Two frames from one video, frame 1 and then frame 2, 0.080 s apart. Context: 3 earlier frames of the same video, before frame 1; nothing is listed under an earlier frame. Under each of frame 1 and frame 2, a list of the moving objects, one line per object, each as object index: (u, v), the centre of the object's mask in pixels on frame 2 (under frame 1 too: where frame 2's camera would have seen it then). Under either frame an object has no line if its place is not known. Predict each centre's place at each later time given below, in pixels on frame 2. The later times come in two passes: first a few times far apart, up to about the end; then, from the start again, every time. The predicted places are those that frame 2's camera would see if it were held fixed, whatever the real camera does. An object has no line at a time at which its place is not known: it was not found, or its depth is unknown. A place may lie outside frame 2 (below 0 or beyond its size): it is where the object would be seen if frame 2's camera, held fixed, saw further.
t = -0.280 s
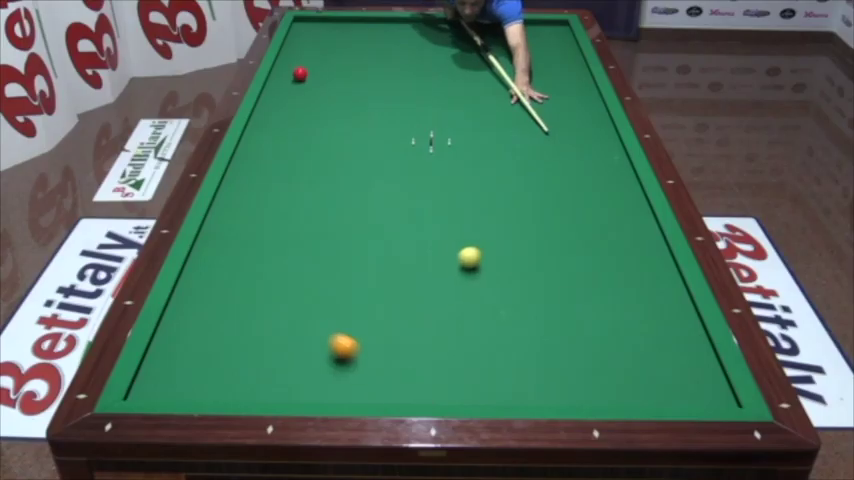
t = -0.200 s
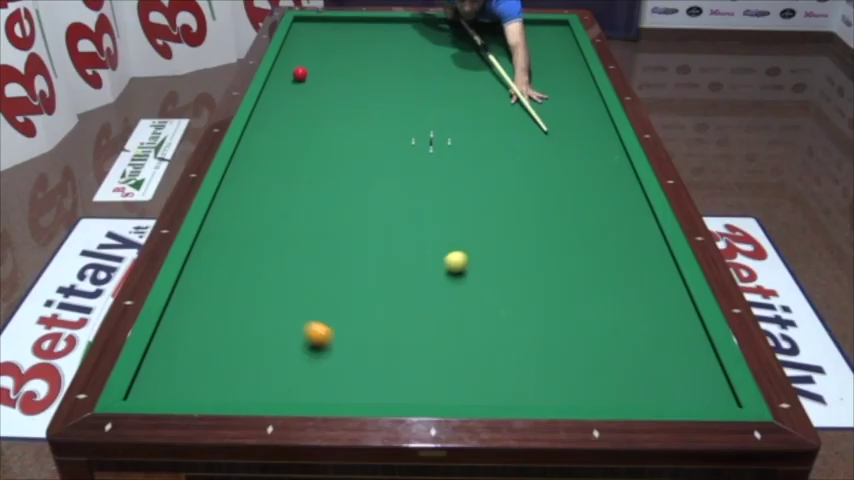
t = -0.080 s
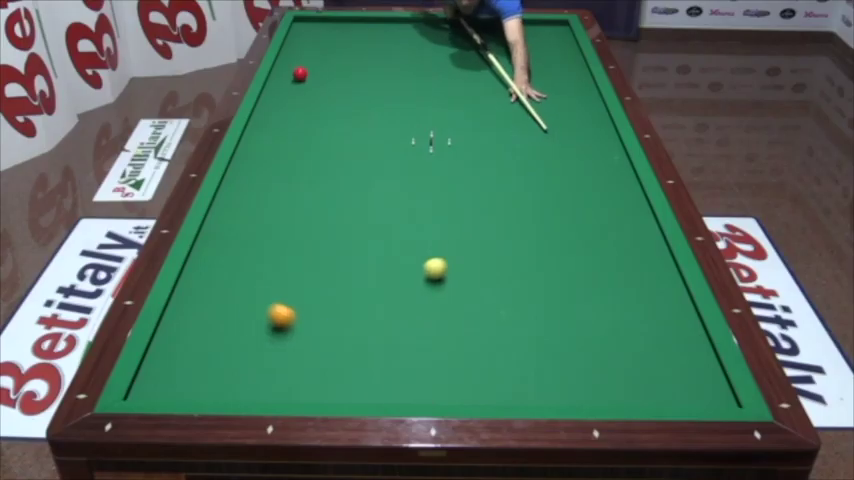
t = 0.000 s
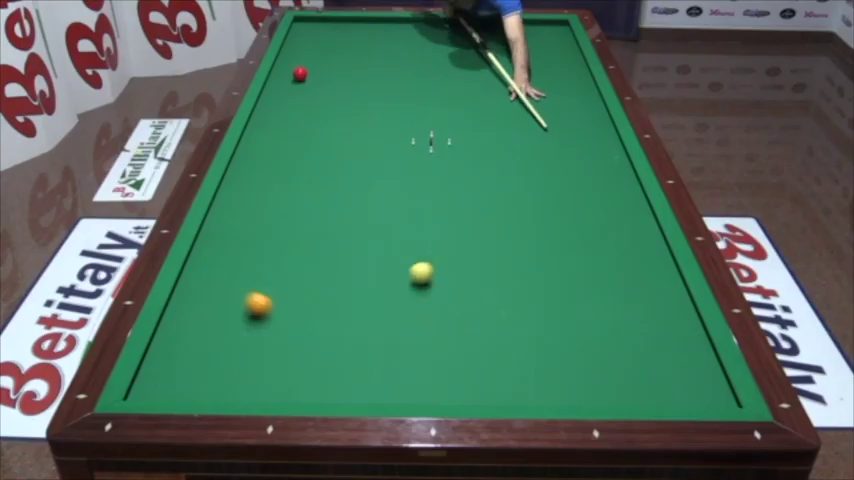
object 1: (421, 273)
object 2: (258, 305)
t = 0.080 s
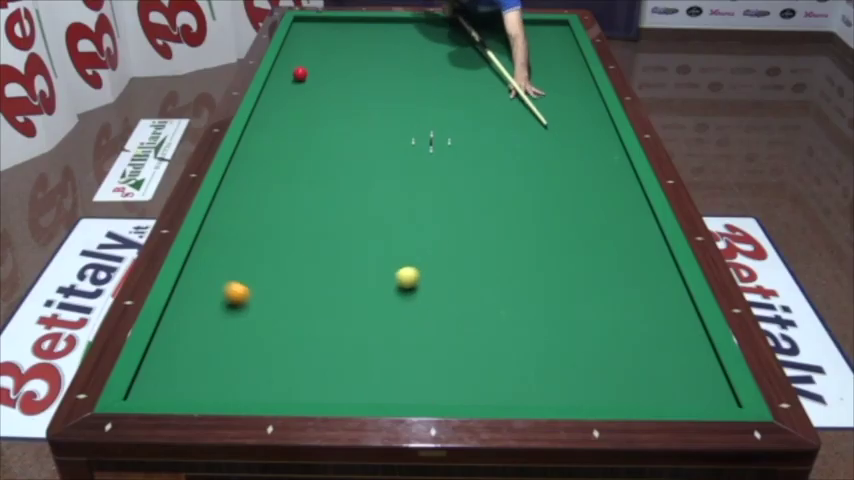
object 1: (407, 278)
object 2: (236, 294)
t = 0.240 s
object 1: (379, 287)
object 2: (195, 273)
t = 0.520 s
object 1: (327, 304)
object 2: (253, 239)
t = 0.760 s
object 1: (282, 319)
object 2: (297, 214)
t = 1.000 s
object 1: (236, 334)
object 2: (336, 190)
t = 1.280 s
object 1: (181, 352)
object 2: (376, 166)
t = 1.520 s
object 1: (163, 365)
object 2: (408, 148)
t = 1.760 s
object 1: (180, 375)
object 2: (436, 131)
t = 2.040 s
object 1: (199, 386)
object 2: (466, 114)
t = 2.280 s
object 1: (217, 392)
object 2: (489, 101)
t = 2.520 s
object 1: (233, 390)
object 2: (510, 88)
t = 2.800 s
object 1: (250, 387)
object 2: (533, 75)
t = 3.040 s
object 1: (264, 383)
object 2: (551, 65)
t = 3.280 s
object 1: (277, 380)
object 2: (567, 55)
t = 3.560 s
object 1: (291, 377)
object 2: (567, 46)
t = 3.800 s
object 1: (302, 374)
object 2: (556, 39)
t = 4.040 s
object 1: (311, 372)
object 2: (546, 32)
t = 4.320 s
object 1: (321, 370)
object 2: (535, 25)
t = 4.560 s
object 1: (329, 368)
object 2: (528, 22)
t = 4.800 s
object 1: (335, 367)
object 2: (525, 25)
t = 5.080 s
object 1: (342, 365)
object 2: (522, 28)
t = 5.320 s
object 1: (347, 364)
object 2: (519, 30)
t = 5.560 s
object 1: (350, 363)
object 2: (517, 33)
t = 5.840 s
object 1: (353, 363)
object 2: (514, 35)
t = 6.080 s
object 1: (355, 362)
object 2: (512, 37)
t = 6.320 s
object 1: (356, 362)
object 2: (510, 39)
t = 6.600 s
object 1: (356, 361)
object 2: (508, 42)
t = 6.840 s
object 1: (356, 361)
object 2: (506, 43)
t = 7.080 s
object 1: (356, 361)
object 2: (504, 45)
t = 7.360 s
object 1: (356, 361)
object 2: (504, 47)
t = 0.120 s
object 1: (400, 280)
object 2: (226, 289)
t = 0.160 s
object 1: (393, 282)
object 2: (215, 284)
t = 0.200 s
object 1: (386, 285)
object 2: (205, 278)
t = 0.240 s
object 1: (379, 287)
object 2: (195, 273)
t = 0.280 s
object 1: (371, 289)
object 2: (196, 269)
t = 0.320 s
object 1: (364, 292)
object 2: (208, 263)
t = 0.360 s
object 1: (357, 294)
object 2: (219, 258)
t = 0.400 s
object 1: (349, 296)
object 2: (228, 253)
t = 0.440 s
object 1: (342, 299)
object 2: (237, 249)
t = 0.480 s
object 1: (335, 301)
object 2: (245, 244)
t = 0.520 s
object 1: (327, 304)
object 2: (253, 239)
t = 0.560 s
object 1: (320, 306)
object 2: (261, 235)
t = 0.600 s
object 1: (312, 309)
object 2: (268, 230)
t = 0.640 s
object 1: (305, 311)
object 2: (276, 226)
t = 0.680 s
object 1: (297, 314)
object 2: (283, 222)
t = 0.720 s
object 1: (290, 316)
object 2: (290, 218)
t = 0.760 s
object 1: (282, 319)
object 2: (297, 214)
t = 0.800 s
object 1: (275, 321)
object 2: (304, 209)
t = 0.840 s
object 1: (267, 323)
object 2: (311, 205)
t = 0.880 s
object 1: (259, 326)
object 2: (317, 201)
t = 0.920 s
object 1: (252, 328)
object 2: (323, 198)
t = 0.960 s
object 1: (244, 331)
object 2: (330, 194)
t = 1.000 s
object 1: (236, 334)
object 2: (336, 190)
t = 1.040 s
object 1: (228, 336)
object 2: (342, 187)
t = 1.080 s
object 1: (220, 339)
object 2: (348, 183)
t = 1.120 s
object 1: (212, 341)
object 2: (354, 180)
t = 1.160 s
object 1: (204, 344)
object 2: (360, 176)
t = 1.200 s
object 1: (196, 347)
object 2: (365, 173)
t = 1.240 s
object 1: (188, 349)
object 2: (371, 170)
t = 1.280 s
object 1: (181, 352)
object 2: (376, 166)
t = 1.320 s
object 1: (172, 355)
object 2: (382, 163)
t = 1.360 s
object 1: (165, 357)
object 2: (387, 160)
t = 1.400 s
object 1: (156, 360)
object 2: (393, 157)
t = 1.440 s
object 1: (155, 362)
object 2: (398, 154)
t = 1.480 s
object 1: (159, 364)
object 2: (403, 151)
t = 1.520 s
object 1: (163, 365)
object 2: (408, 148)
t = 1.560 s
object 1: (166, 367)
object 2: (413, 145)
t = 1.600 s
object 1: (168, 369)
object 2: (417, 143)
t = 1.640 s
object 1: (171, 370)
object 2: (422, 139)
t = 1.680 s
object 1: (174, 372)
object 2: (427, 137)
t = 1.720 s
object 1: (177, 374)
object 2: (431, 134)
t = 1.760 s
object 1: (180, 375)
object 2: (436, 131)
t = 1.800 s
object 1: (183, 377)
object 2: (440, 129)
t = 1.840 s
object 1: (185, 378)
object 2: (445, 126)
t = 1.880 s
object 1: (188, 380)
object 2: (450, 124)
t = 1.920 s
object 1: (191, 381)
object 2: (454, 121)
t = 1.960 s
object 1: (194, 383)
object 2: (458, 119)
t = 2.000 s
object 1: (197, 385)
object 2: (462, 116)
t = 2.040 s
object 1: (199, 386)
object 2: (466, 114)
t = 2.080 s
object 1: (202, 387)
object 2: (470, 112)
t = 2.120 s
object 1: (205, 388)
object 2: (474, 110)
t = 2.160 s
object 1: (208, 389)
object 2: (478, 107)
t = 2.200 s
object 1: (211, 390)
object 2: (482, 105)
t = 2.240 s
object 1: (214, 391)
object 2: (485, 103)
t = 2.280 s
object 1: (217, 392)
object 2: (489, 101)
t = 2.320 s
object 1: (219, 392)
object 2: (493, 99)
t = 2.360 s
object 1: (222, 391)
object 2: (497, 96)
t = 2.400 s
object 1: (225, 391)
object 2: (500, 94)
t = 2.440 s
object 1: (228, 390)
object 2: (503, 92)
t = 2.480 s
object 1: (230, 390)
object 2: (507, 90)
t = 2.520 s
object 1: (233, 390)
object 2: (510, 88)
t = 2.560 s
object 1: (235, 389)
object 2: (514, 86)
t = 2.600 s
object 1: (238, 389)
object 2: (517, 84)
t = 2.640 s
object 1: (241, 388)
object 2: (520, 83)
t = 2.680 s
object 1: (243, 388)
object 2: (524, 81)
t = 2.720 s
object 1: (246, 388)
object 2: (527, 79)
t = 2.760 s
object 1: (248, 387)
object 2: (530, 77)
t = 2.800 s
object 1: (250, 387)
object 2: (533, 75)
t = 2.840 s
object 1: (253, 386)
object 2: (536, 74)
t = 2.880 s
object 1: (255, 385)
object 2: (539, 72)
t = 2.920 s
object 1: (258, 385)
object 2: (542, 70)
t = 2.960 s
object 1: (260, 384)
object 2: (545, 68)
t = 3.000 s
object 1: (262, 384)
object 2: (548, 66)
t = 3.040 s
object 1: (264, 383)
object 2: (551, 65)
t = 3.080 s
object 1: (267, 383)
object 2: (553, 63)
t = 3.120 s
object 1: (269, 382)
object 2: (557, 61)
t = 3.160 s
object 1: (271, 382)
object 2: (559, 60)
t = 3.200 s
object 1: (273, 381)
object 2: (562, 58)
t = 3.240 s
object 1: (275, 381)
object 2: (564, 57)
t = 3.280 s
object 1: (277, 380)
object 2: (567, 55)
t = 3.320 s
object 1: (279, 380)
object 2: (570, 54)
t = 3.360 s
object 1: (281, 379)
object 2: (572, 53)
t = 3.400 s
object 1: (283, 379)
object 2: (575, 51)
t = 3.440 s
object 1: (285, 379)
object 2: (574, 49)
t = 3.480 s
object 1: (287, 378)
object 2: (571, 48)
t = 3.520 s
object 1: (289, 377)
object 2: (569, 47)
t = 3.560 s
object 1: (291, 377)
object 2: (567, 46)
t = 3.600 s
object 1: (293, 377)
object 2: (565, 44)
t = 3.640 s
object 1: (295, 376)
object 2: (563, 44)
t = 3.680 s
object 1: (296, 376)
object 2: (562, 42)
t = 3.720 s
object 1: (298, 375)
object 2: (560, 41)
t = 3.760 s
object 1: (300, 375)
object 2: (558, 40)
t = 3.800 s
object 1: (302, 374)
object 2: (556, 39)
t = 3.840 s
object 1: (303, 374)
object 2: (554, 38)
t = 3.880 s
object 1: (305, 374)
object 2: (553, 37)
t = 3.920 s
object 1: (307, 373)
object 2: (551, 35)
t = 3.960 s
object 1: (308, 373)
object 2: (550, 34)
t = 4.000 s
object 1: (310, 373)
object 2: (548, 33)
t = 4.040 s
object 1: (311, 372)
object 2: (546, 32)
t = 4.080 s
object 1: (313, 372)
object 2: (544, 31)
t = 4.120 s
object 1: (315, 372)
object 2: (543, 30)
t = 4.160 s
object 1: (316, 371)
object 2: (541, 29)
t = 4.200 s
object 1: (317, 371)
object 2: (539, 28)
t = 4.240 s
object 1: (319, 371)
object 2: (538, 27)
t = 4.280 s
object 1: (320, 370)
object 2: (536, 26)
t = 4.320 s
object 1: (321, 370)
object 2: (535, 25)
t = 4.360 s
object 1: (323, 370)
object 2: (534, 24)
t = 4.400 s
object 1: (324, 369)
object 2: (532, 24)
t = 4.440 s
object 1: (325, 369)
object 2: (530, 23)
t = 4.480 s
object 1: (327, 369)
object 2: (529, 22)
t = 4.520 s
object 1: (328, 368)
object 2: (528, 22)
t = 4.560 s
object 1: (329, 368)
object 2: (528, 22)
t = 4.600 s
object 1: (330, 368)
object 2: (527, 23)
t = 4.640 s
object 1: (331, 368)
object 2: (527, 23)
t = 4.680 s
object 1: (332, 367)
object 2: (526, 24)
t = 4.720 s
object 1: (333, 367)
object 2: (526, 24)
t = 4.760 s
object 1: (334, 367)
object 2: (526, 24)
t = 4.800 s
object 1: (335, 367)
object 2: (525, 25)
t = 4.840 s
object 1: (336, 366)
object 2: (525, 25)
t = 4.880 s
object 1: (337, 366)
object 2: (524, 26)
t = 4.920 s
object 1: (338, 366)
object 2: (523, 26)
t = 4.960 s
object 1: (339, 366)
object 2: (523, 26)
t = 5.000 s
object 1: (340, 366)
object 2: (522, 27)
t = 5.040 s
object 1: (341, 365)
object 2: (522, 27)
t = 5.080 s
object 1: (342, 365)
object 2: (522, 28)
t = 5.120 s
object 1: (343, 365)
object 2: (521, 28)
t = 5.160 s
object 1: (344, 365)
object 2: (521, 29)
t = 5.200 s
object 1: (344, 365)
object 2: (521, 29)
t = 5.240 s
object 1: (345, 364)
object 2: (520, 29)
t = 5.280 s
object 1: (346, 364)
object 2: (520, 30)
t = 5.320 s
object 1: (347, 364)
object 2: (519, 30)
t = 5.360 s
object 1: (347, 364)
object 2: (519, 31)
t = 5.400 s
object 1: (348, 364)
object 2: (519, 31)
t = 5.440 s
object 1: (348, 364)
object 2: (518, 31)
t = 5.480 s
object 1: (349, 363)
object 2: (518, 32)
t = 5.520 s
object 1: (350, 363)
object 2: (517, 32)
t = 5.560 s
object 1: (350, 363)
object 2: (517, 33)
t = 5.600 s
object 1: (351, 363)
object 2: (516, 33)
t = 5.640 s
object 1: (351, 363)
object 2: (516, 33)
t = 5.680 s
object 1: (352, 363)
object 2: (516, 34)
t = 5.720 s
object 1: (352, 363)
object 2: (515, 34)
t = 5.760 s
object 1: (353, 363)
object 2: (515, 35)
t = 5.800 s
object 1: (353, 363)
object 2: (515, 35)
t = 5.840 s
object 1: (353, 363)
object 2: (514, 35)
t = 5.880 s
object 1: (354, 362)
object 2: (514, 36)
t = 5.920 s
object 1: (354, 362)
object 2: (514, 36)
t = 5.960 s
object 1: (354, 362)
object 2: (513, 36)
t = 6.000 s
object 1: (355, 362)
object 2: (513, 37)
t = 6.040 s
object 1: (355, 362)
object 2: (513, 37)
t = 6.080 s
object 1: (355, 362)
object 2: (512, 37)
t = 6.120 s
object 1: (355, 362)
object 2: (512, 38)
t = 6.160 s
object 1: (355, 362)
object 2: (511, 38)
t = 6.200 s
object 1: (355, 362)
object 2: (511, 39)
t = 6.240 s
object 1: (355, 362)
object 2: (511, 39)
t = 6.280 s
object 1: (356, 362)
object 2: (510, 39)
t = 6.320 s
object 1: (356, 362)
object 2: (510, 39)
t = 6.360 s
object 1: (356, 362)
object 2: (510, 40)
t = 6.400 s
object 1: (356, 362)
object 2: (509, 40)
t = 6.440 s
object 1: (356, 361)
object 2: (509, 40)
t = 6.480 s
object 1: (356, 361)
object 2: (509, 41)
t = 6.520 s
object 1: (356, 361)
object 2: (509, 41)
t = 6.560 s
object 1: (356, 361)
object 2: (508, 41)
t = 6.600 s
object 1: (356, 361)
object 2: (508, 42)
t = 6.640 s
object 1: (356, 361)
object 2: (508, 42)
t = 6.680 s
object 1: (356, 361)
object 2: (508, 42)
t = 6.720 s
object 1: (356, 361)
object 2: (507, 43)
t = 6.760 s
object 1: (356, 361)
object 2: (507, 43)
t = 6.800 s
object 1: (356, 361)
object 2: (506, 43)
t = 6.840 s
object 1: (356, 361)
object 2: (506, 43)
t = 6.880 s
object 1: (356, 361)
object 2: (506, 44)
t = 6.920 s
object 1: (356, 361)
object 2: (506, 44)
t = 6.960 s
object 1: (356, 361)
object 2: (505, 44)
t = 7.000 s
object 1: (356, 361)
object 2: (505, 44)
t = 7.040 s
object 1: (356, 361)
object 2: (505, 45)
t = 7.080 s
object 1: (356, 361)
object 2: (504, 45)
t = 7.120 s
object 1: (356, 361)
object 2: (504, 45)
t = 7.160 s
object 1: (356, 361)
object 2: (504, 46)
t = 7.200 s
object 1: (356, 361)
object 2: (504, 46)
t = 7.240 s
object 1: (356, 361)
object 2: (504, 46)
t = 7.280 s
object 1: (356, 361)
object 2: (504, 46)
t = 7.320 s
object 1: (356, 361)
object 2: (503, 47)
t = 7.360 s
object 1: (356, 361)
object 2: (504, 47)
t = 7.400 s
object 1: (356, 361)
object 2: (503, 47)
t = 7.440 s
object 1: (356, 361)
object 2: (504, 47)
